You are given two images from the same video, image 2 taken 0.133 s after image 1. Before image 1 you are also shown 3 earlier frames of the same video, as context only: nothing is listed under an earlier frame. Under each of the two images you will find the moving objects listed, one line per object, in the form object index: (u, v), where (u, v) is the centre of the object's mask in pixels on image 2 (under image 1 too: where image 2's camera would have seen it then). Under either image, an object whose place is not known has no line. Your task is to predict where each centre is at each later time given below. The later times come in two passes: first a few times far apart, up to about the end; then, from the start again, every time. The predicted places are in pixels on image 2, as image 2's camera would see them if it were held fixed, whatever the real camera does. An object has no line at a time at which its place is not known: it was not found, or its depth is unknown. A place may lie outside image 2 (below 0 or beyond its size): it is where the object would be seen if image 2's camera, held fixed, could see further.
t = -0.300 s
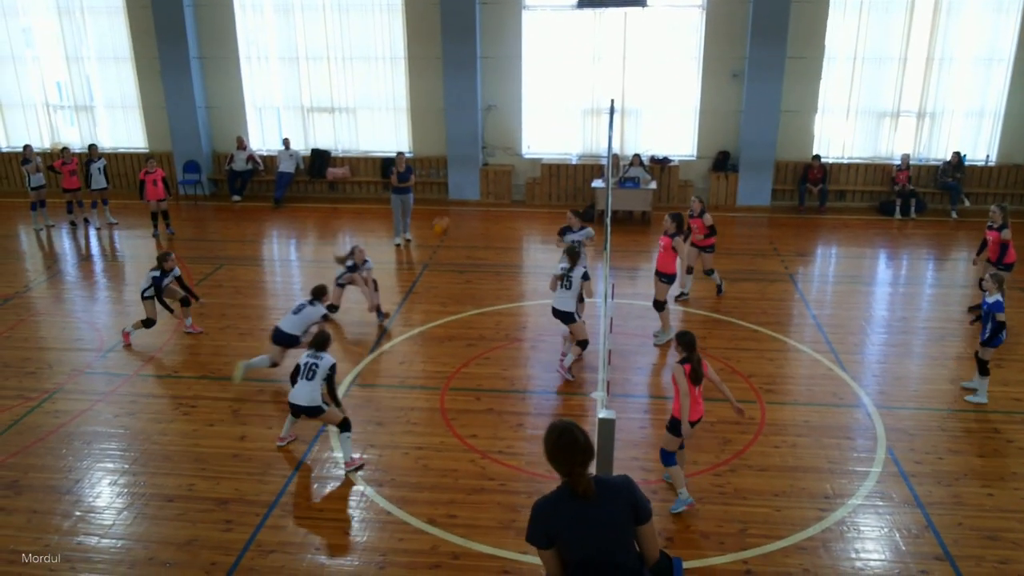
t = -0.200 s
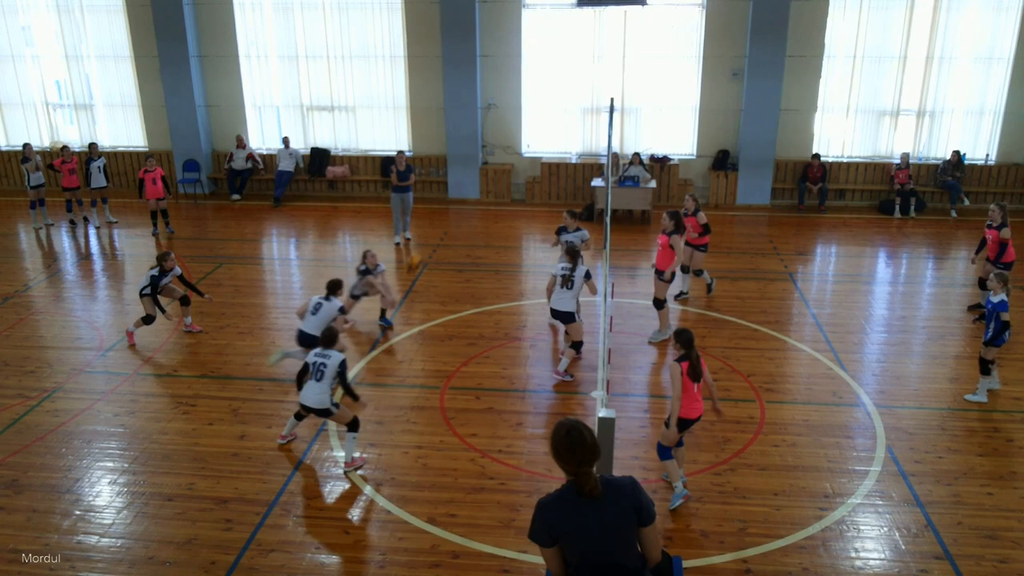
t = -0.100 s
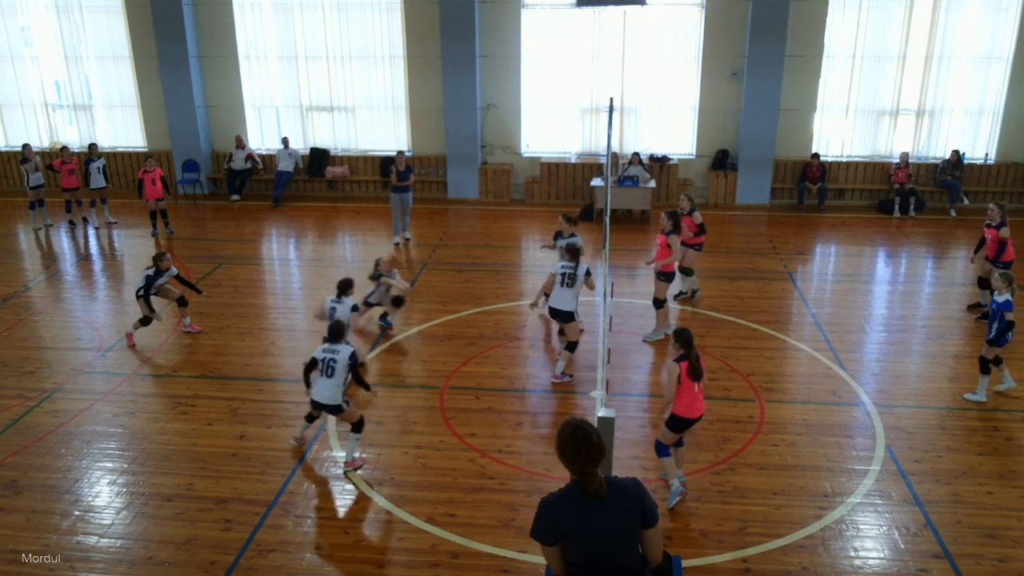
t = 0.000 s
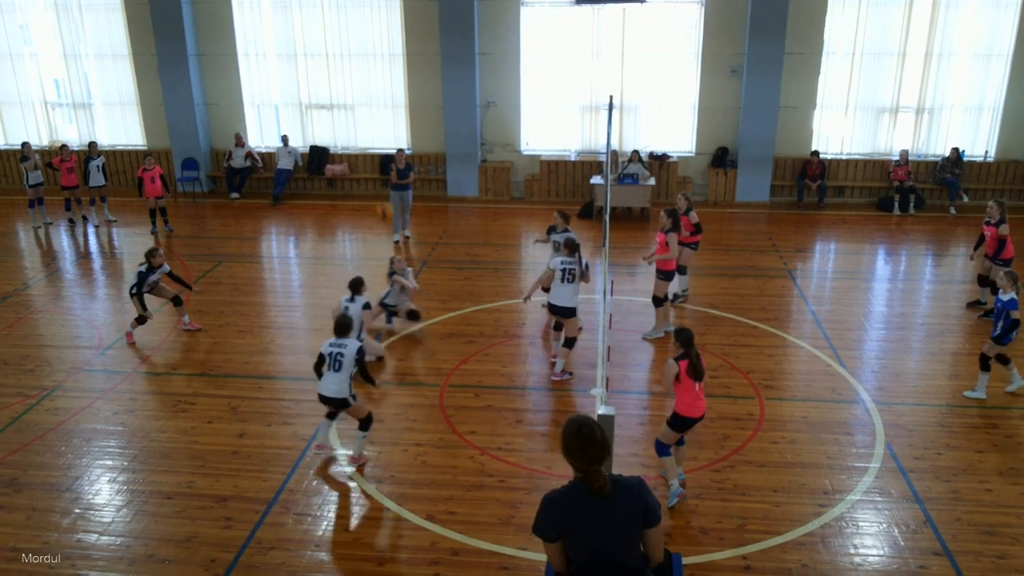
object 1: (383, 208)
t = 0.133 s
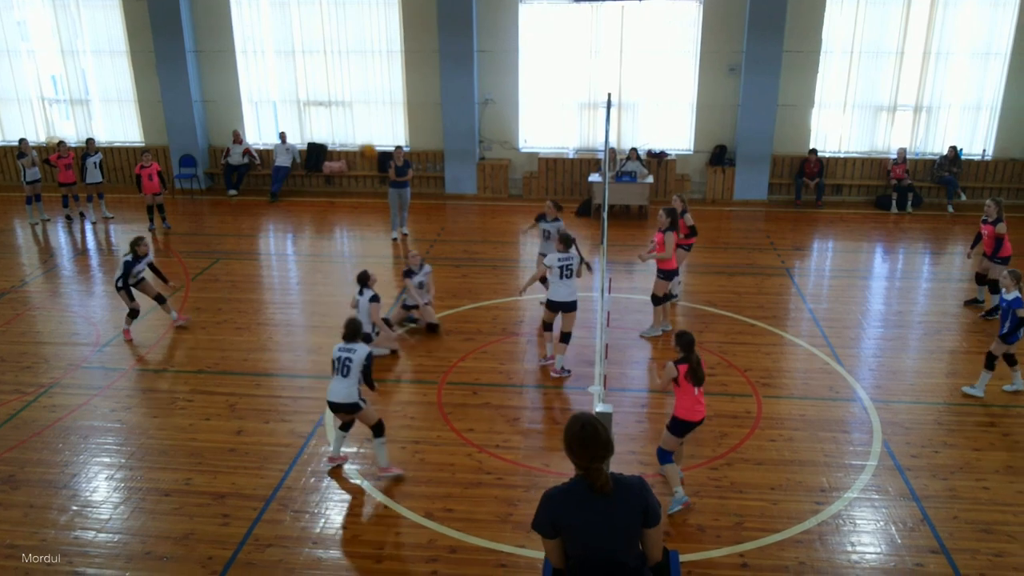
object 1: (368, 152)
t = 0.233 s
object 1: (356, 114)
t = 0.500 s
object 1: (320, 47)
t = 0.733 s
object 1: (290, 41)
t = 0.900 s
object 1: (270, 74)
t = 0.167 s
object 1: (363, 139)
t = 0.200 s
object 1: (359, 126)
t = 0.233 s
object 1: (356, 114)
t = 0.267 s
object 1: (351, 103)
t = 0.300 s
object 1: (347, 92)
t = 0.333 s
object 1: (343, 83)
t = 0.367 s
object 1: (338, 74)
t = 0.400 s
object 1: (334, 66)
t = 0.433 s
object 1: (330, 59)
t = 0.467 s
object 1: (325, 52)
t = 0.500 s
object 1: (320, 47)
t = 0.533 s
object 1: (316, 43)
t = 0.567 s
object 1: (312, 40)
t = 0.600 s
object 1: (307, 38)
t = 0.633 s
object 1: (303, 37)
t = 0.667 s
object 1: (298, 37)
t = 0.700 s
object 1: (294, 39)
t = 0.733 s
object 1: (290, 41)
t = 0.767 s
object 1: (286, 45)
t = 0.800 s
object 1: (282, 50)
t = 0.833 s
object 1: (278, 56)
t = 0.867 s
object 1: (273, 64)
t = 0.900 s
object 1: (270, 74)
